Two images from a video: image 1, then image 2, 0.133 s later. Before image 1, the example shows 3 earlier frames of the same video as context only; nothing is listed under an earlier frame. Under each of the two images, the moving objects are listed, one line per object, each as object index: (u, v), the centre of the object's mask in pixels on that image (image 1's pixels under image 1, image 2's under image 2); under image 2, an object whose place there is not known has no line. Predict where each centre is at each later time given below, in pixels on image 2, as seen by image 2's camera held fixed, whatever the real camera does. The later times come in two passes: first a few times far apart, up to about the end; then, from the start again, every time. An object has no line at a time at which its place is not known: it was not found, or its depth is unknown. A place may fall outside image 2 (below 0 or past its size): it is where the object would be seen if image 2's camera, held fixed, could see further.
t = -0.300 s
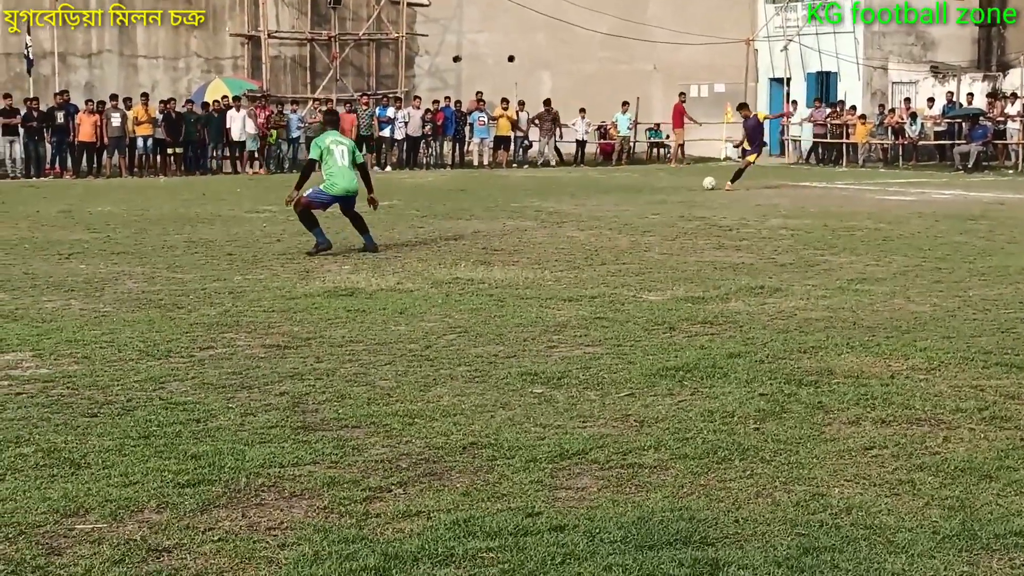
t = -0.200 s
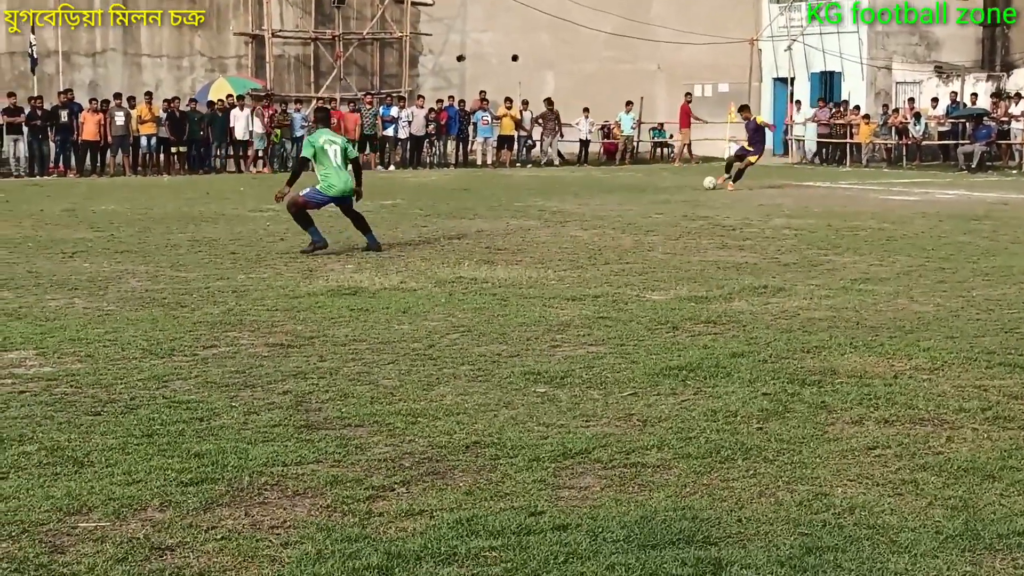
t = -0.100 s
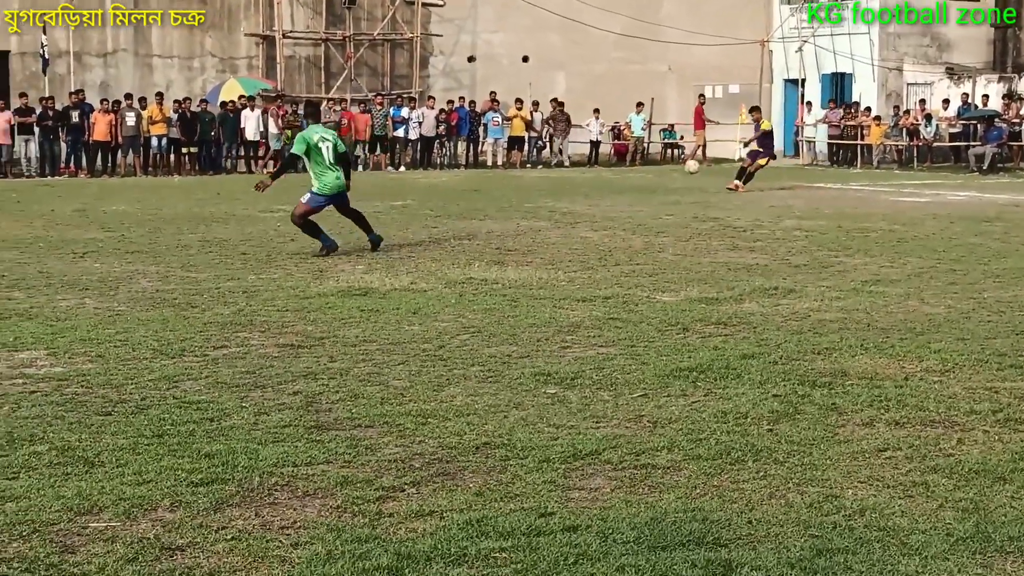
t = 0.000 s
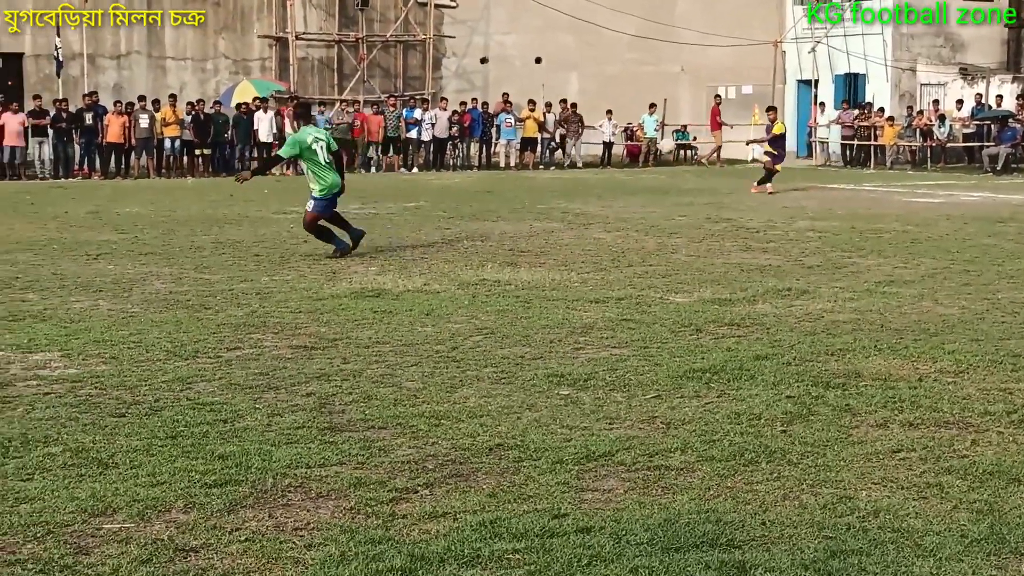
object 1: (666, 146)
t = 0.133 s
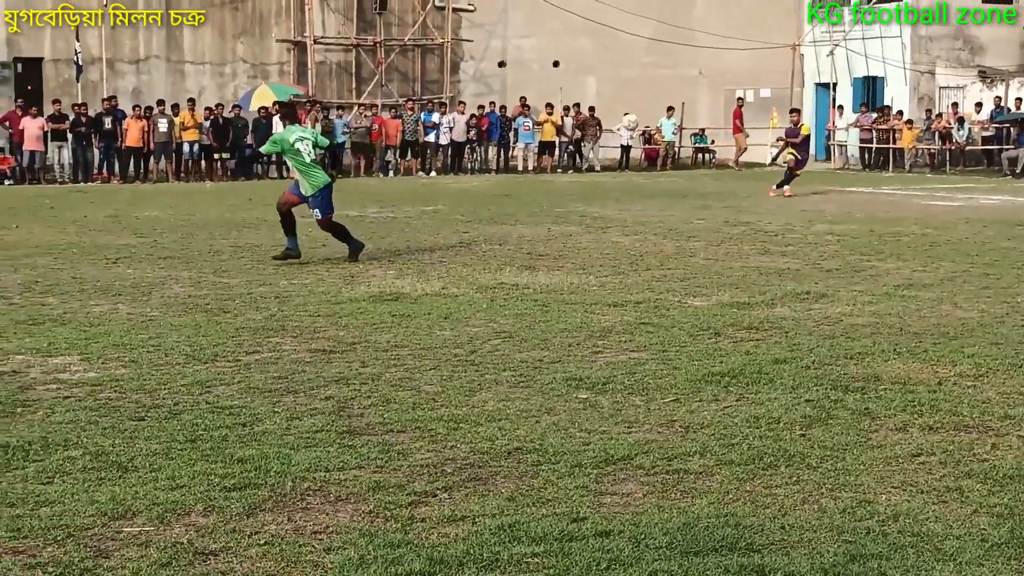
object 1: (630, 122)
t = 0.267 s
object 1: (566, 100)
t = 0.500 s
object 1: (426, 72)
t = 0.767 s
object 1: (198, 78)
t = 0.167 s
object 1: (614, 116)
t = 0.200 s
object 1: (599, 110)
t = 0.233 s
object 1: (583, 105)
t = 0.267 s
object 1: (566, 100)
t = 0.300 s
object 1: (549, 95)
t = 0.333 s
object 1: (530, 90)
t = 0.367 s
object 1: (511, 86)
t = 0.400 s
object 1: (491, 82)
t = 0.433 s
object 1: (470, 79)
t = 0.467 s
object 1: (448, 76)
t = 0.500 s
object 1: (426, 72)
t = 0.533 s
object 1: (402, 71)
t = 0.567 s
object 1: (377, 69)
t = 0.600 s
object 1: (352, 69)
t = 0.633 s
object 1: (324, 68)
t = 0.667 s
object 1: (296, 68)
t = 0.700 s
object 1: (267, 69)
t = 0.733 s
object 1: (235, 72)
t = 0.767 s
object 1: (198, 78)
